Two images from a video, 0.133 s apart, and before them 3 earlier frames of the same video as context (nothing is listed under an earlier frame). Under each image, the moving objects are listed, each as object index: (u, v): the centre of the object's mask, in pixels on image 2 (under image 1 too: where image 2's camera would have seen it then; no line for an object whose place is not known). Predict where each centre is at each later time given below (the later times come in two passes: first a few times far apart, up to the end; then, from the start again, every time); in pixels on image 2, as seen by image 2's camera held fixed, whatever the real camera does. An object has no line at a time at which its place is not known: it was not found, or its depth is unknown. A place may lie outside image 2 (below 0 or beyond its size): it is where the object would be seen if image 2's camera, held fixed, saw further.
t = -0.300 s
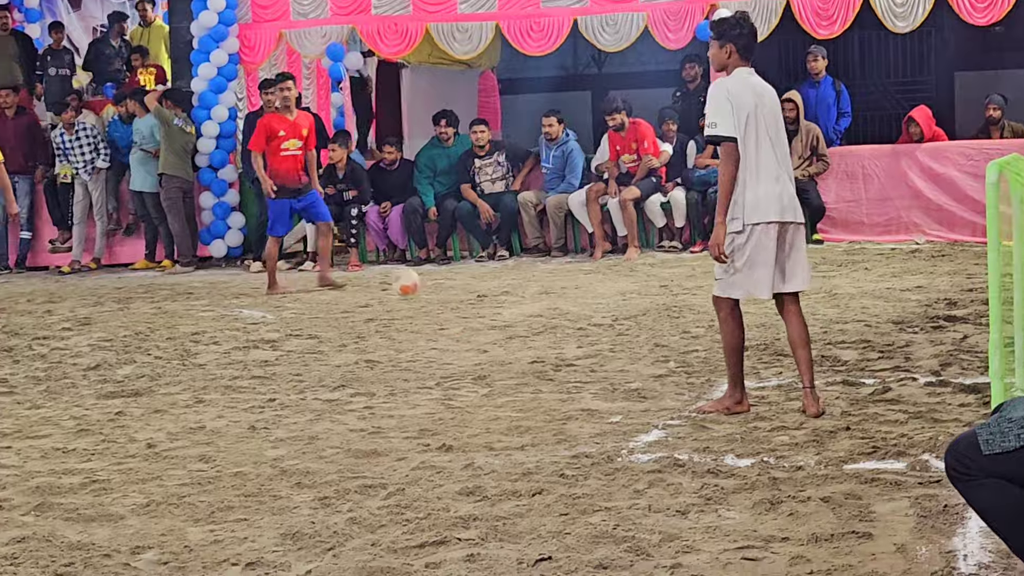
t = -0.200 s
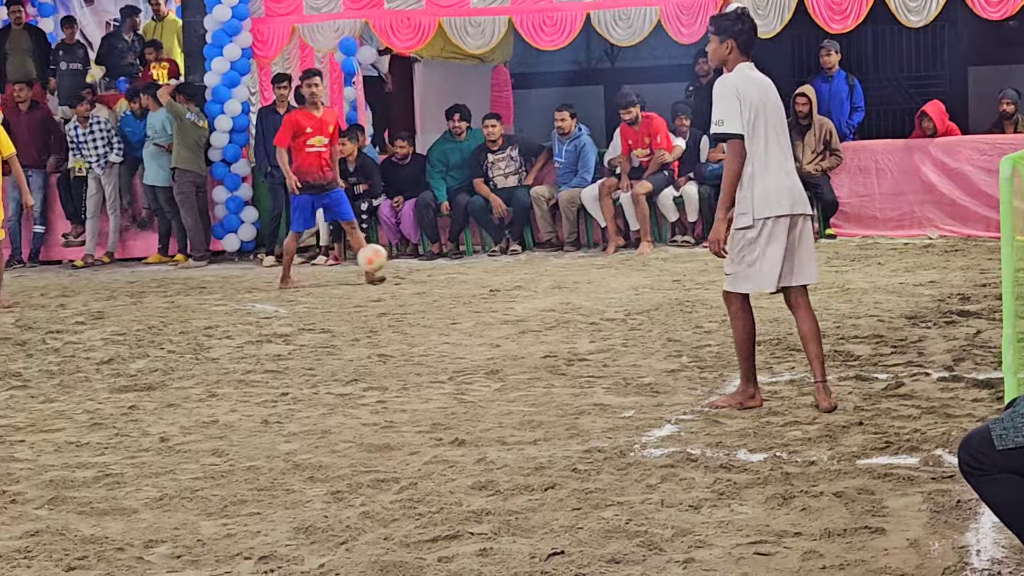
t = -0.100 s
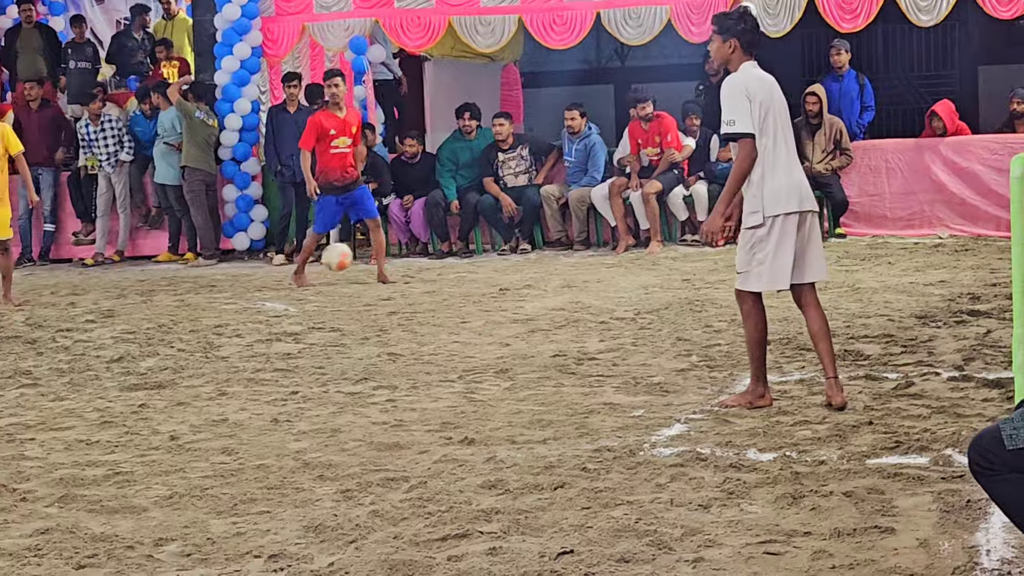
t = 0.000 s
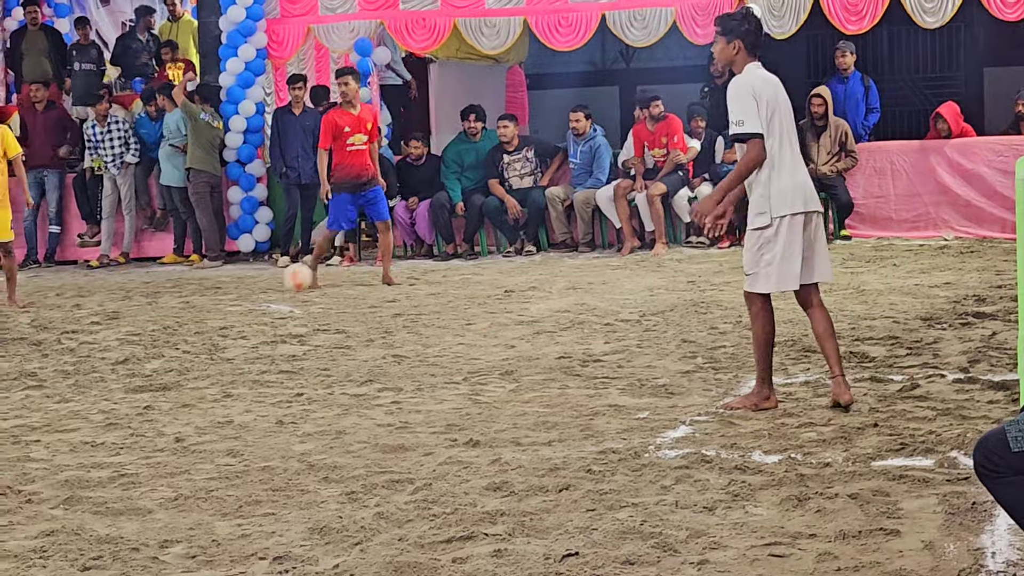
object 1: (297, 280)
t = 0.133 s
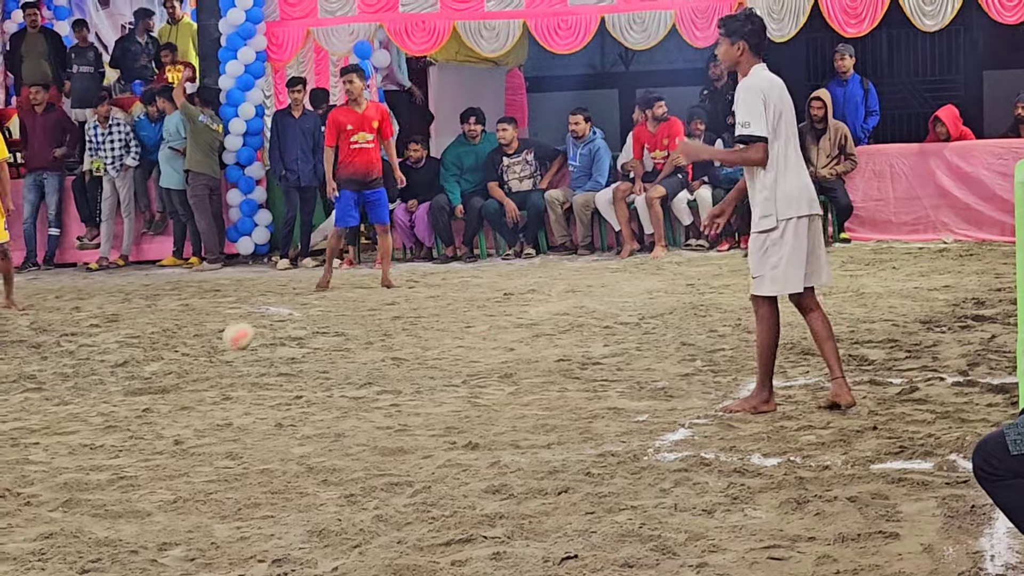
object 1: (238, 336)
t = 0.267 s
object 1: (180, 359)
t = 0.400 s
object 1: (126, 365)
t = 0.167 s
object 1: (225, 356)
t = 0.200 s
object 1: (209, 367)
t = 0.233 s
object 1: (195, 363)
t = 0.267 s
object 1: (180, 359)
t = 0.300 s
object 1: (166, 357)
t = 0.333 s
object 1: (152, 357)
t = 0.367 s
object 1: (139, 360)
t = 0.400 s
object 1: (126, 365)
